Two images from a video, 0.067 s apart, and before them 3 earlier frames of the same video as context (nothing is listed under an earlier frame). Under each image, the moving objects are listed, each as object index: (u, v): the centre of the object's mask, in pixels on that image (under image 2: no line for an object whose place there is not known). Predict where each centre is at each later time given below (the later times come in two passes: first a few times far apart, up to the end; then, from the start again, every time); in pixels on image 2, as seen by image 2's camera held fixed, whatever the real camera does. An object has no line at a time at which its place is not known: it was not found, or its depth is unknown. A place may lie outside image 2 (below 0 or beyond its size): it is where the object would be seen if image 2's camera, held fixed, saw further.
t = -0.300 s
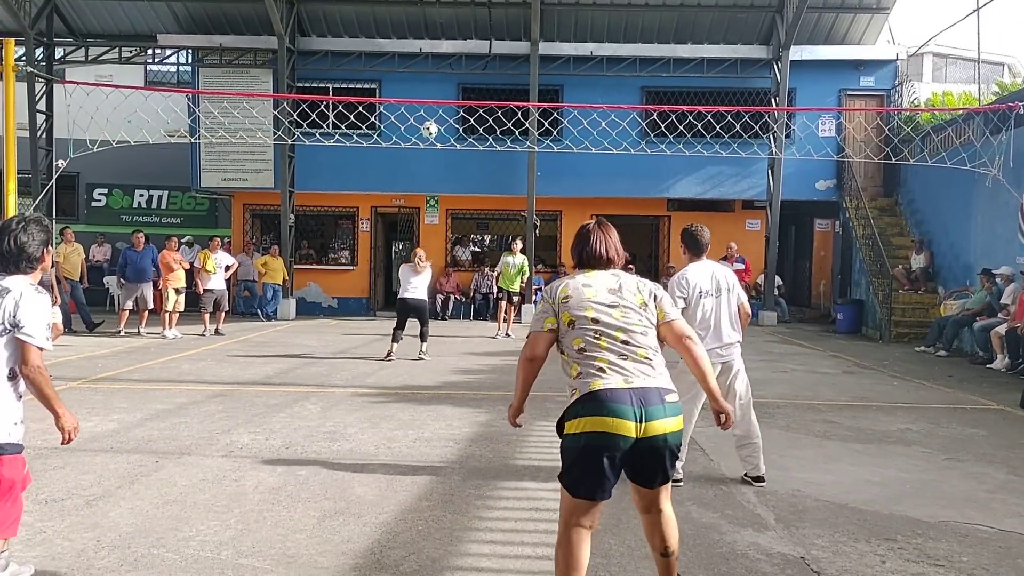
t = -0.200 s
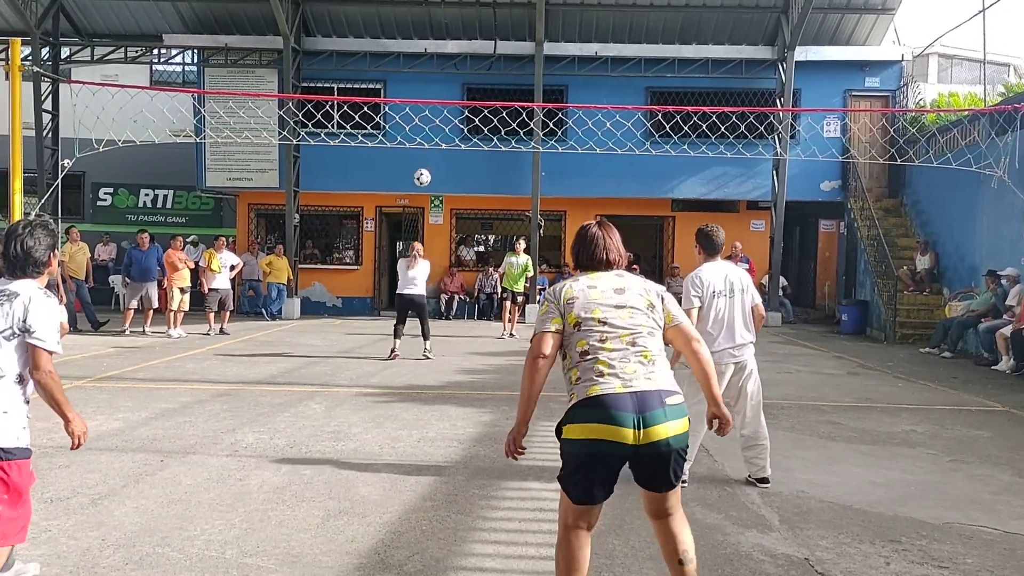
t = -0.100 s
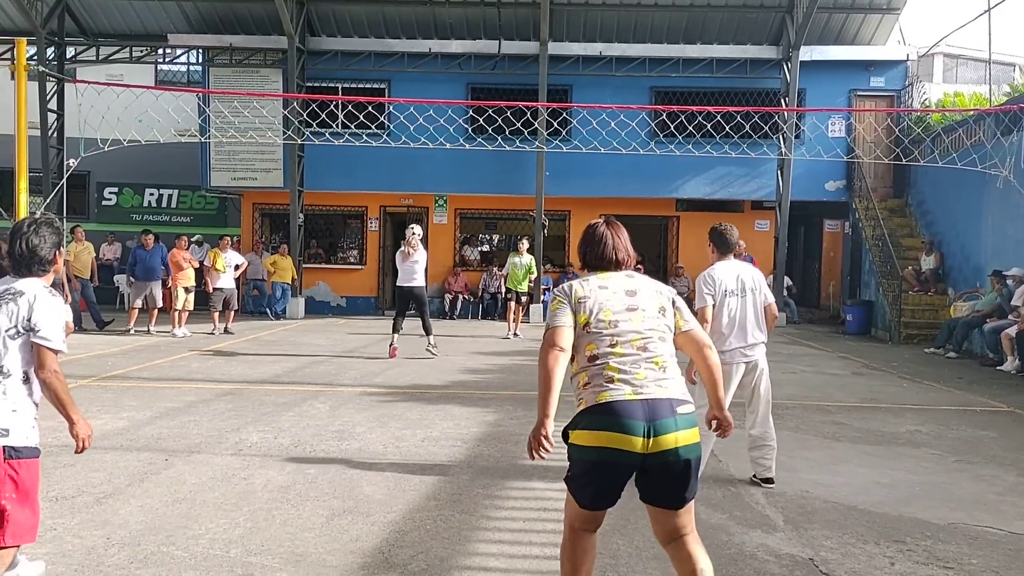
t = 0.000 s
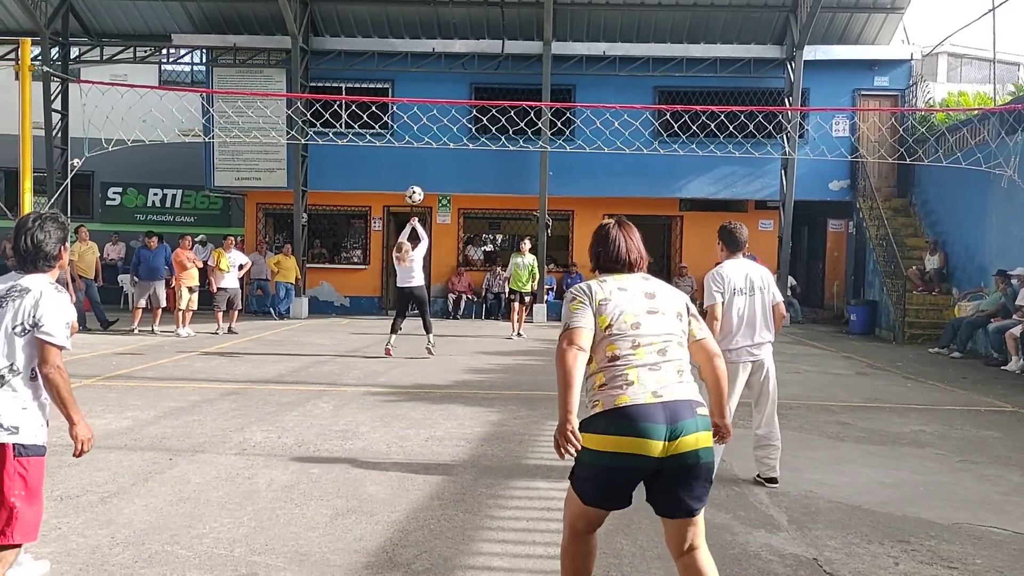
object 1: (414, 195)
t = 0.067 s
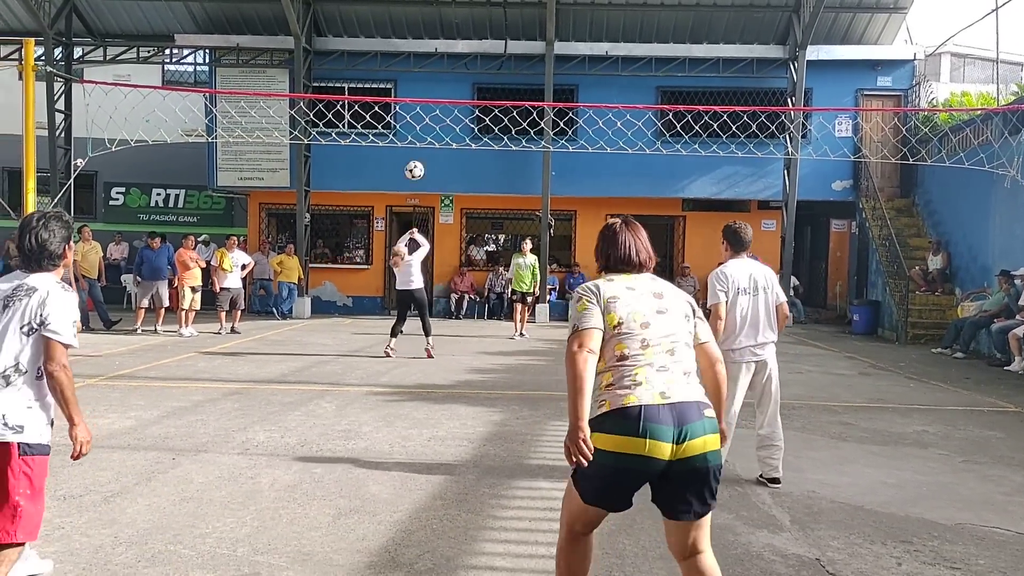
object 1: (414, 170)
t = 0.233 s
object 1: (407, 118)
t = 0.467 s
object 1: (392, 70)
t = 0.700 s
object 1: (370, 69)
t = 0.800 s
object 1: (357, 94)
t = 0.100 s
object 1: (413, 159)
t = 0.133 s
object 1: (412, 148)
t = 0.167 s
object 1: (411, 137)
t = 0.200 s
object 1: (409, 127)
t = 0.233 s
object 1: (407, 118)
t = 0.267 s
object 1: (405, 110)
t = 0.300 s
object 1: (404, 101)
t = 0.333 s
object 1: (402, 94)
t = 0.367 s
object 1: (399, 88)
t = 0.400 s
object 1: (397, 80)
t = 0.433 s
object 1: (395, 75)
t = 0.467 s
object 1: (392, 70)
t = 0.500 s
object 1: (390, 66)
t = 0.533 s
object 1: (387, 63)
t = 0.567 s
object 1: (384, 61)
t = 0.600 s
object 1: (381, 61)
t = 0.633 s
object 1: (378, 62)
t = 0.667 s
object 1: (374, 65)
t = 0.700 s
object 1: (370, 69)
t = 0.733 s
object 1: (366, 75)
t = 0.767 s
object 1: (362, 84)
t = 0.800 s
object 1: (357, 94)
